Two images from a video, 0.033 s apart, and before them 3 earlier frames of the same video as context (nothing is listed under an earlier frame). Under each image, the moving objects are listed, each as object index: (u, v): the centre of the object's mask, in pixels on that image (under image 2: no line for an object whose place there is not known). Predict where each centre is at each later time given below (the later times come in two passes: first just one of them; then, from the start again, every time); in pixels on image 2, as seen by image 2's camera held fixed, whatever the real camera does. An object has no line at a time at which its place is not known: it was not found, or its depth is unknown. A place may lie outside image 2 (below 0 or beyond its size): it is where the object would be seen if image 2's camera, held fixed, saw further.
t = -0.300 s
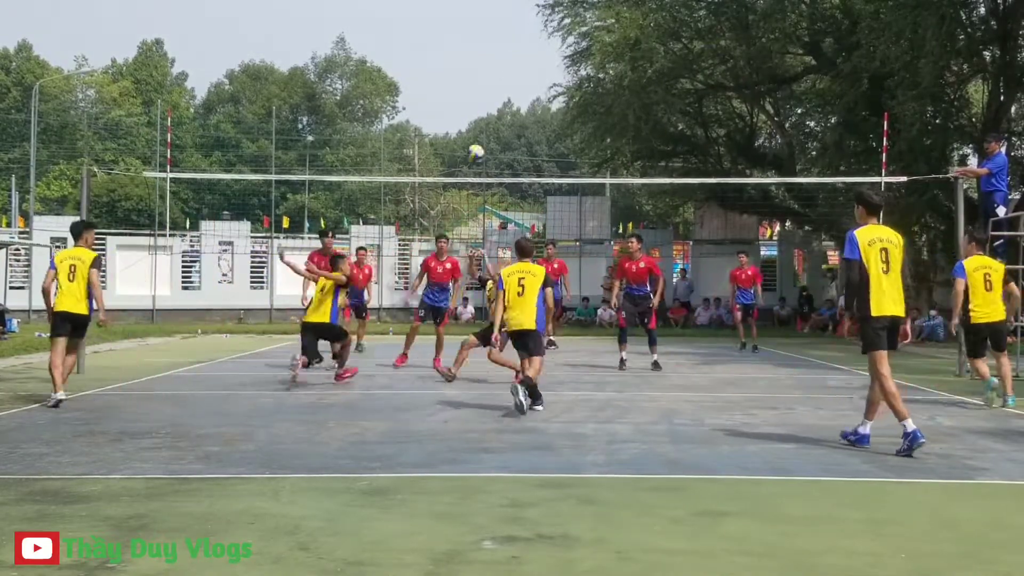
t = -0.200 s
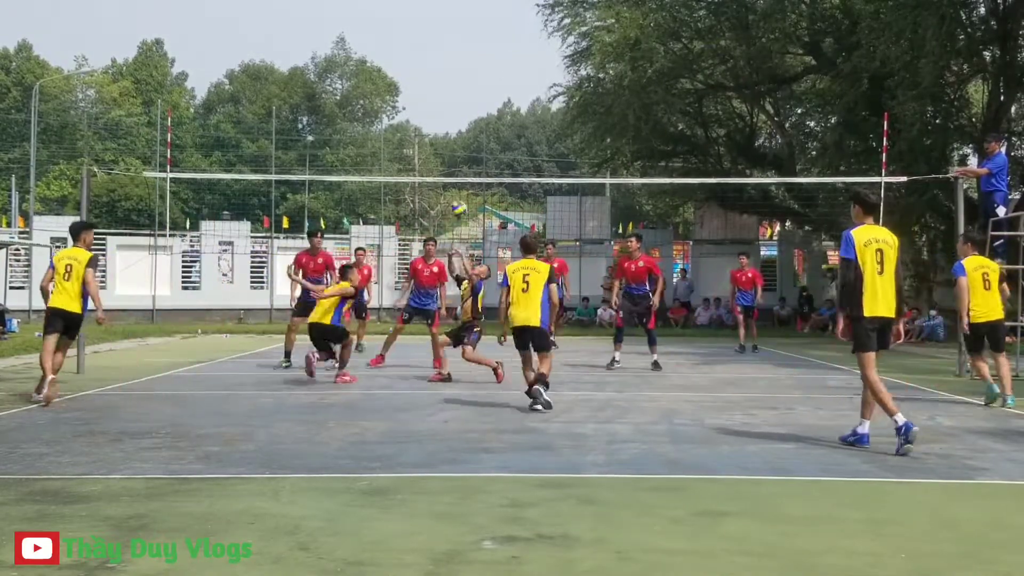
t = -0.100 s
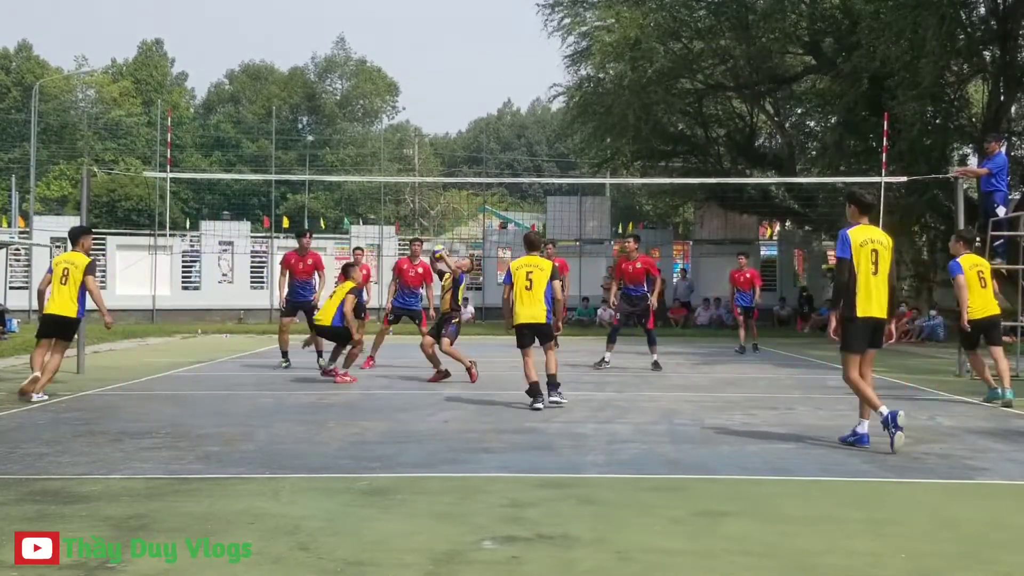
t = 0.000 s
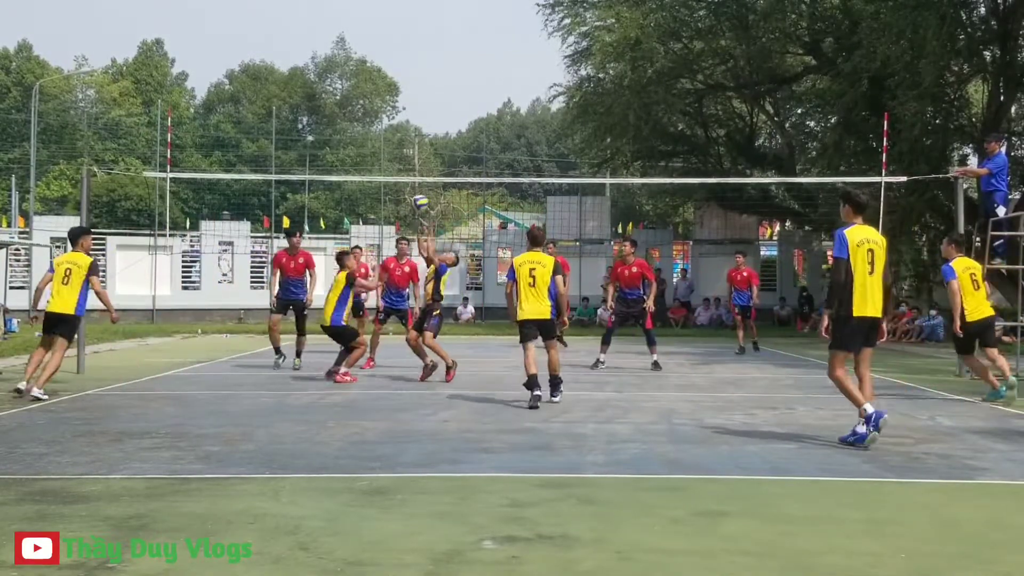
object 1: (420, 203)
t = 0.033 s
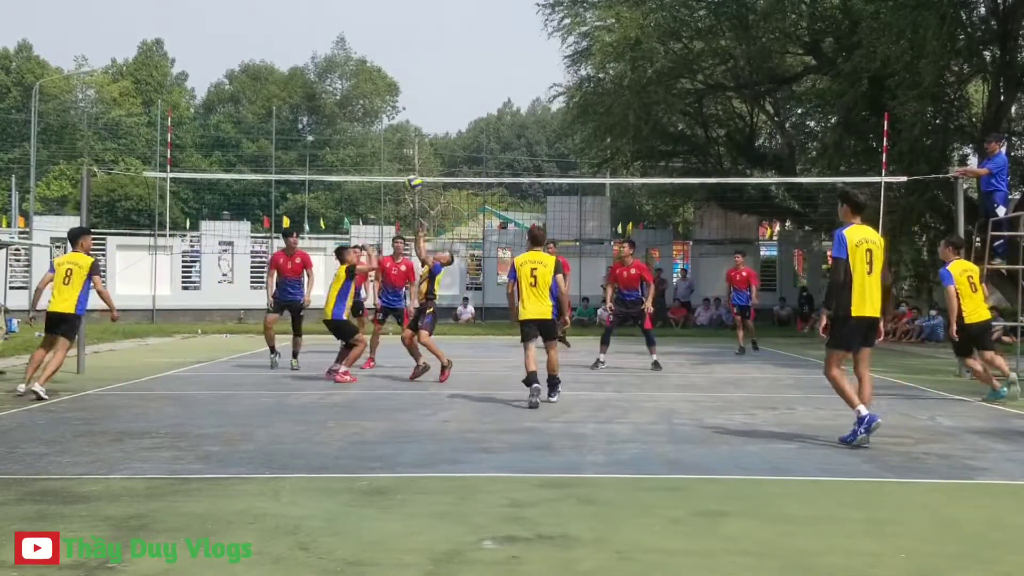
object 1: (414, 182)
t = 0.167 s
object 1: (384, 116)
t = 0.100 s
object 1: (399, 147)
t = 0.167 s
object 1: (384, 116)
